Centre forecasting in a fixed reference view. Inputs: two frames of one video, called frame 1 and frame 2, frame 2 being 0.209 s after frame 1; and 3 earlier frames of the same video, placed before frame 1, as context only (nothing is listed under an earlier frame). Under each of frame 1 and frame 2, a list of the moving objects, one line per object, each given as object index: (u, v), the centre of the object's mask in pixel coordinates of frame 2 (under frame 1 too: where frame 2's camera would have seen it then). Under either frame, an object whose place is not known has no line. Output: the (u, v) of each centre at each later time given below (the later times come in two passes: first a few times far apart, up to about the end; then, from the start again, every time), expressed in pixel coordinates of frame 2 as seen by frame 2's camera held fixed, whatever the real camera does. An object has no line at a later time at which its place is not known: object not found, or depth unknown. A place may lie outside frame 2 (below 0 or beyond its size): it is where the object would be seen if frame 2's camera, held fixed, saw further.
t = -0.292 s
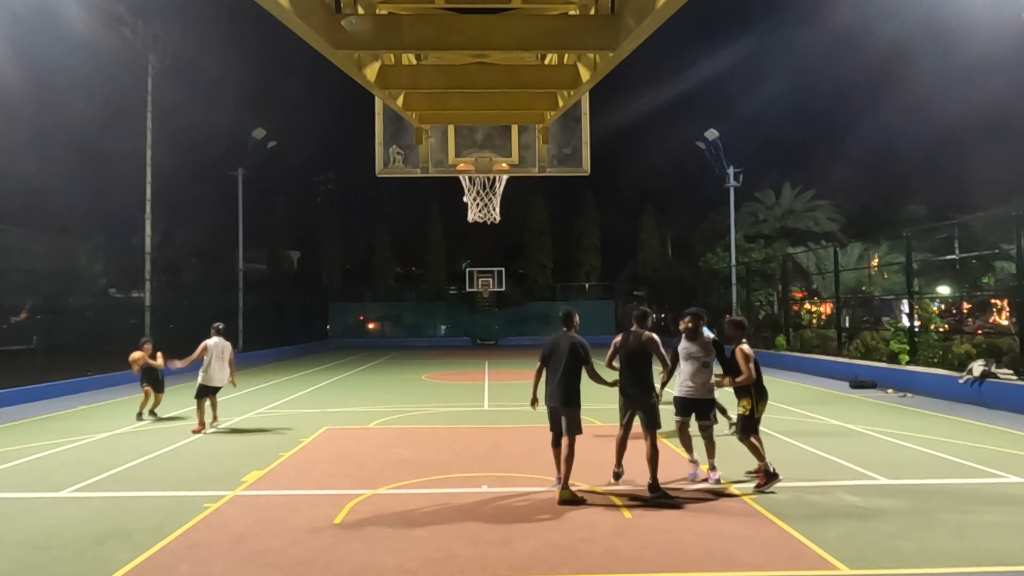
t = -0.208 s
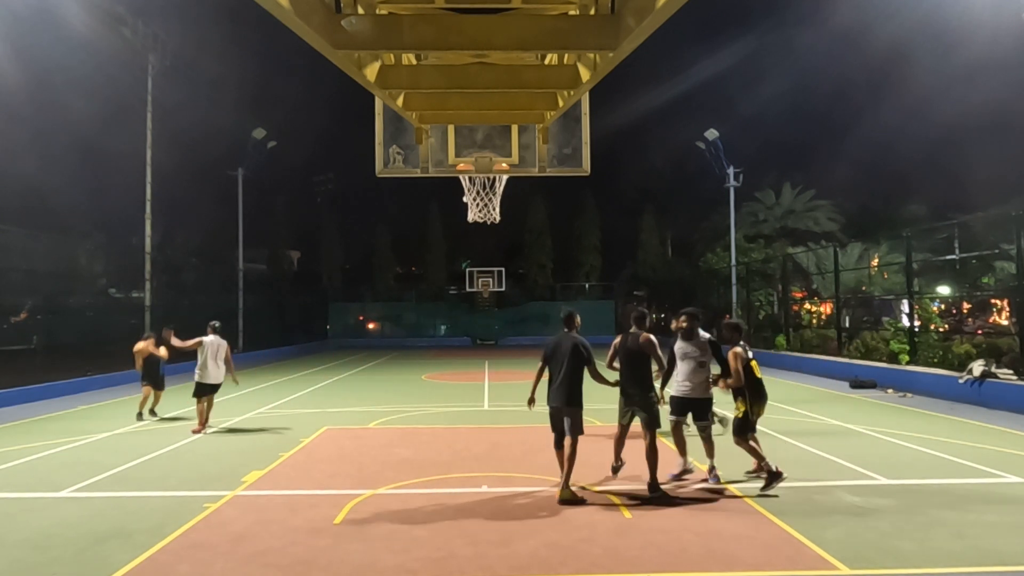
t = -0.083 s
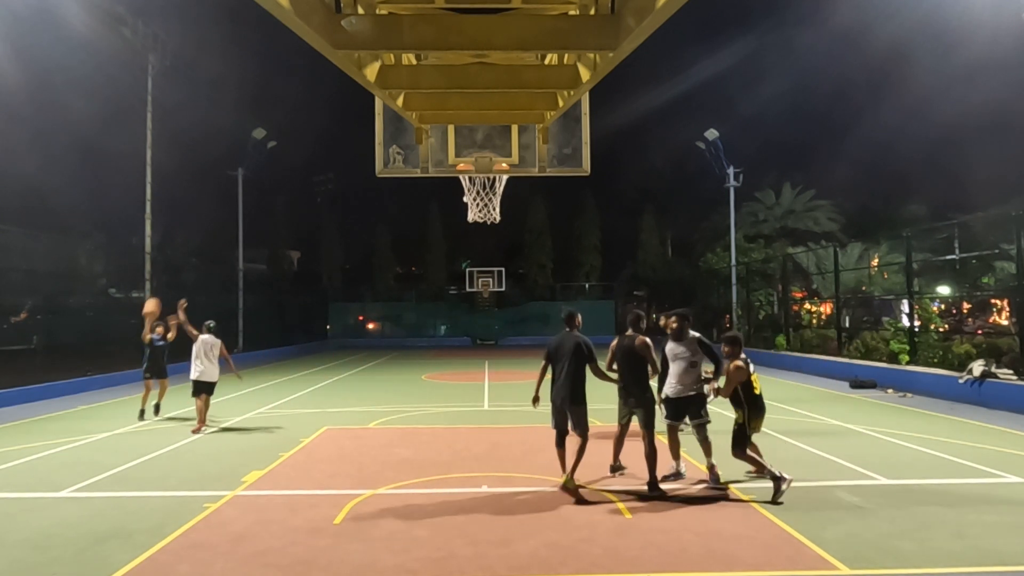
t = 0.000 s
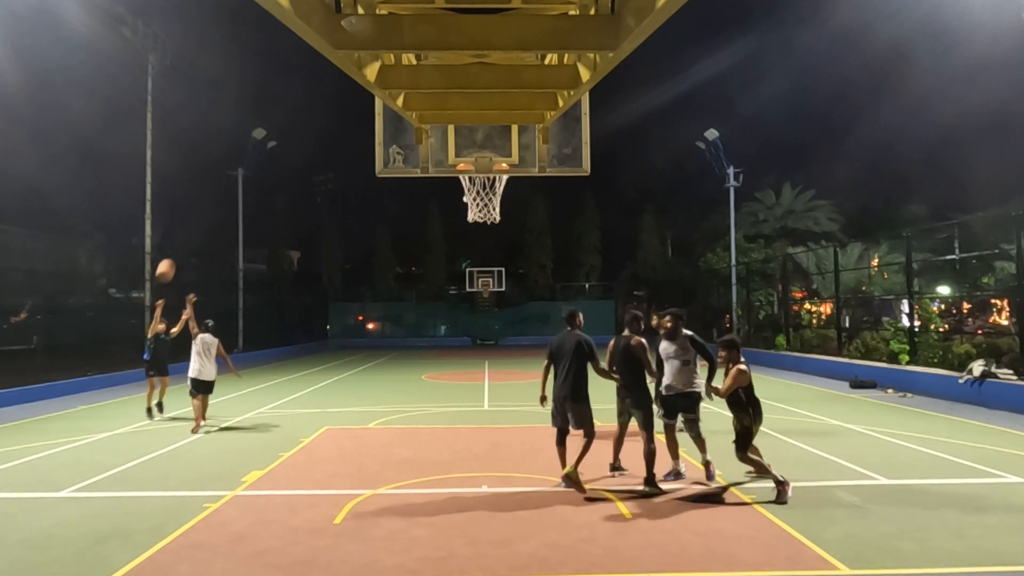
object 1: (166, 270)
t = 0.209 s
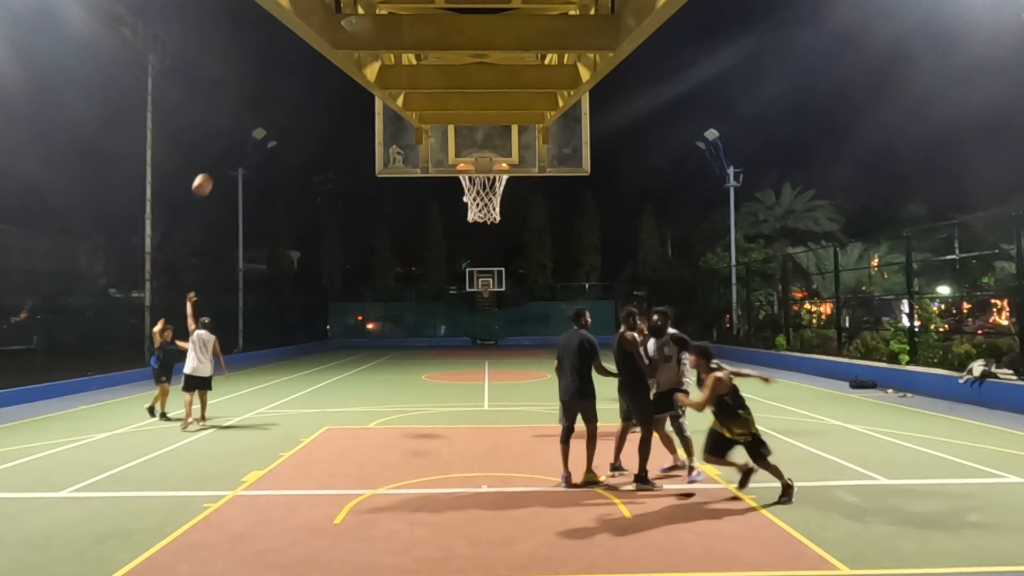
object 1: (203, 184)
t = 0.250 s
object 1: (210, 170)
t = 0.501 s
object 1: (262, 97)
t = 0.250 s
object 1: (210, 170)
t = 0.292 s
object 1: (219, 155)
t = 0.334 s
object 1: (227, 142)
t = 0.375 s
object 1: (235, 130)
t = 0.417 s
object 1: (244, 118)
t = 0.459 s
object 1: (253, 107)
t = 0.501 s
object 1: (262, 97)
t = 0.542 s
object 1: (272, 88)
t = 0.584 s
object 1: (282, 80)
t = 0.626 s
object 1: (291, 73)
